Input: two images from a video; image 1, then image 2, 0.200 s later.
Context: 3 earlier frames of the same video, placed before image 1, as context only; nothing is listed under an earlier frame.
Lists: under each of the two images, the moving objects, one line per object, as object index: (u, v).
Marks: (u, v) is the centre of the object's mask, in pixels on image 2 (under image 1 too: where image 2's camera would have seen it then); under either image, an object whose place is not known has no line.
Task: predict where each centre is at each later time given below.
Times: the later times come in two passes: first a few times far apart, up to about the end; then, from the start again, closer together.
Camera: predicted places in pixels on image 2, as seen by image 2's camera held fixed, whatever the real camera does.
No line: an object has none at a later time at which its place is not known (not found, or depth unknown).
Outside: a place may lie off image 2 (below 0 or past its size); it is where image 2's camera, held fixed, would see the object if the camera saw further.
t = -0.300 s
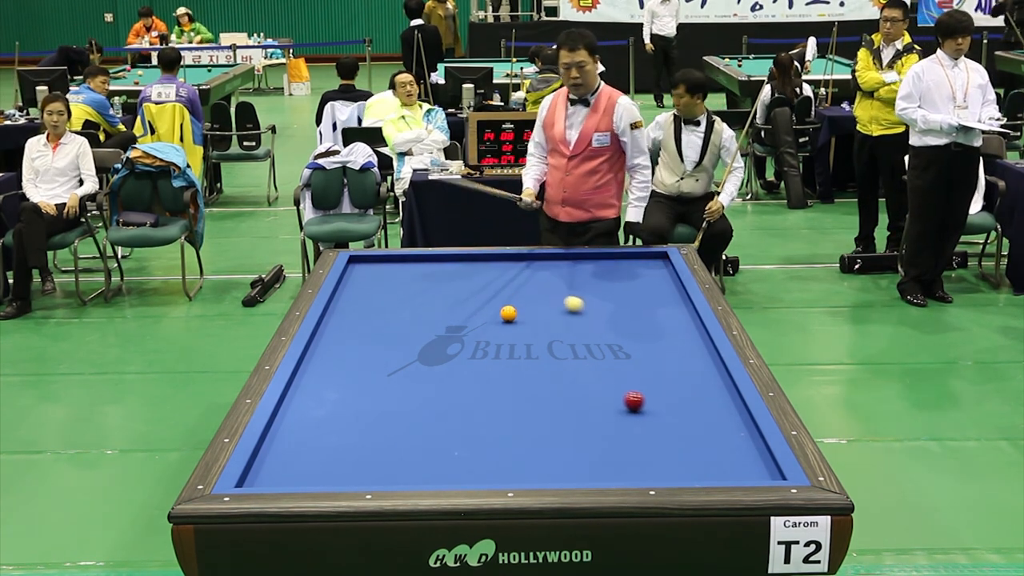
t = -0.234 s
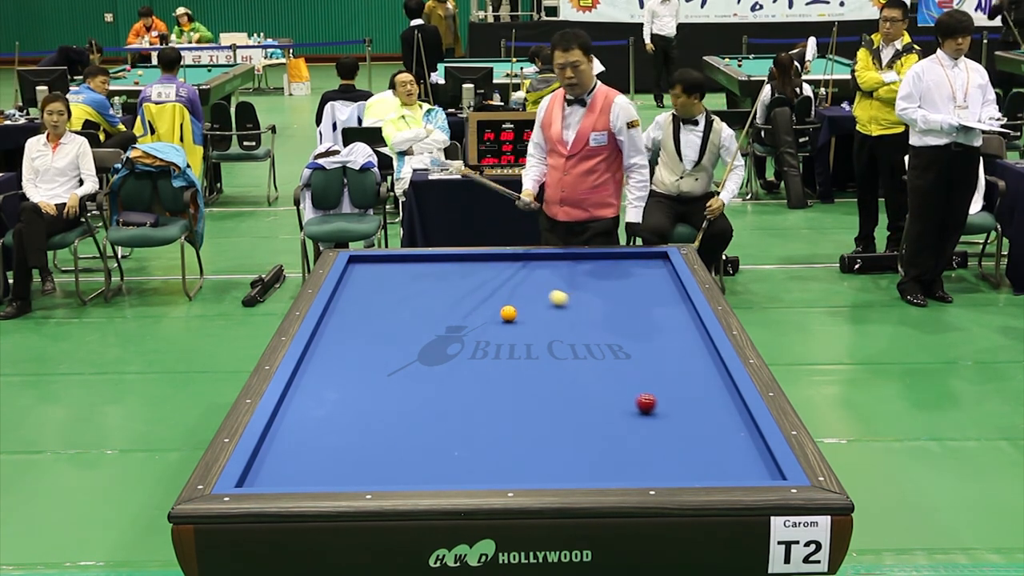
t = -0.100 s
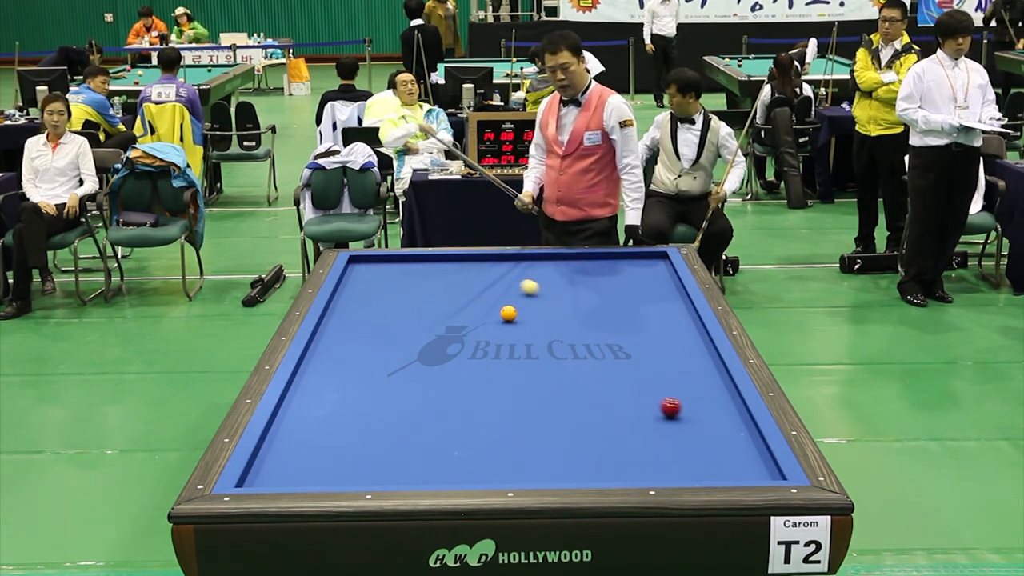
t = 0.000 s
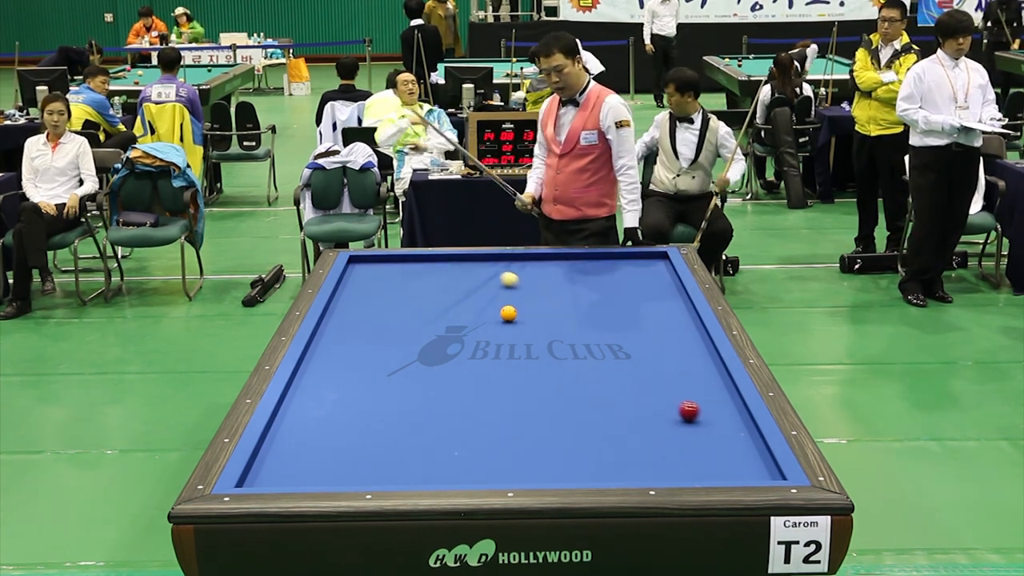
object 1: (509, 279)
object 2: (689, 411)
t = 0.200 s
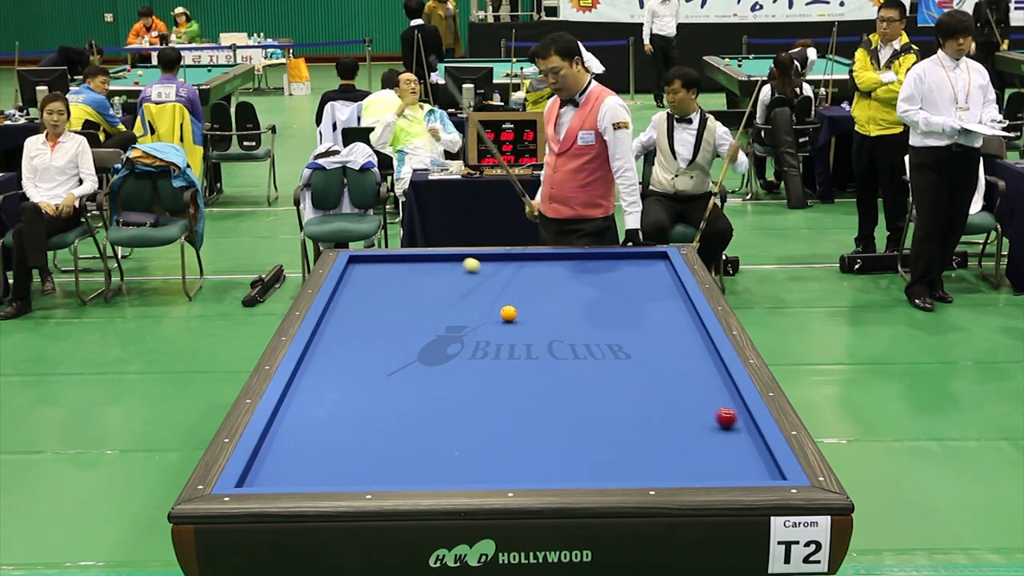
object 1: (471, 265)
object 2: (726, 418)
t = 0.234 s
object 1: (465, 263)
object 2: (732, 419)
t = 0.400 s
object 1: (432, 260)
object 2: (735, 424)
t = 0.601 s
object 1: (384, 270)
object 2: (718, 429)
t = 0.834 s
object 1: (357, 281)
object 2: (698, 435)
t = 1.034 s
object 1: (383, 290)
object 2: (681, 440)
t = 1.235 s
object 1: (407, 299)
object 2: (664, 446)
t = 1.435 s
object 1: (433, 308)
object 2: (648, 451)
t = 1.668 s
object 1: (464, 320)
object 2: (629, 456)
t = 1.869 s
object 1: (492, 331)
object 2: (613, 461)
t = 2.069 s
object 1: (522, 342)
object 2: (597, 466)
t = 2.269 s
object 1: (552, 353)
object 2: (581, 471)
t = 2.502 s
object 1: (590, 368)
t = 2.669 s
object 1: (618, 378)
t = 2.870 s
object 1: (654, 392)
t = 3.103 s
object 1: (698, 408)
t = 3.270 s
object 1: (730, 421)
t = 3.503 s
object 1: (738, 437)
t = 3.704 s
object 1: (728, 450)
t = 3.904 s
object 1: (718, 463)
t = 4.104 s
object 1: (707, 474)
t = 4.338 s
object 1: (696, 471)
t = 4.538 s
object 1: (687, 465)
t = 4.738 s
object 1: (678, 458)
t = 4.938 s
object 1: (670, 452)
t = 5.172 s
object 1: (662, 445)
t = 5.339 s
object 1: (656, 440)
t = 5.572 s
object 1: (648, 434)
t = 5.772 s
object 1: (642, 429)
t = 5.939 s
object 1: (637, 425)
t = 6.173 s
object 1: (631, 420)
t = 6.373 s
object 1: (625, 416)
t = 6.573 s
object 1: (621, 412)
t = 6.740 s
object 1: (617, 409)
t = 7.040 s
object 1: (610, 404)
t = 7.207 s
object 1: (607, 401)
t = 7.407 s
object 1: (603, 398)
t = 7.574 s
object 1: (600, 396)
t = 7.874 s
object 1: (596, 393)
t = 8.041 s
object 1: (593, 391)
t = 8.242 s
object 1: (591, 389)
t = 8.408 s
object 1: (588, 388)
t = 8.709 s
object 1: (585, 385)
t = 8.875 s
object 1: (584, 384)
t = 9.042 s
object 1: (582, 383)
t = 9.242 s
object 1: (580, 382)
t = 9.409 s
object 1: (579, 381)
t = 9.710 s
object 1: (577, 380)
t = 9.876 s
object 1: (576, 379)
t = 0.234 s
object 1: (465, 263)
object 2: (732, 419)
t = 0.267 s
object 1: (459, 260)
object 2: (738, 420)
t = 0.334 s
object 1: (447, 257)
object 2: (741, 422)
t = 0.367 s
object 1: (440, 258)
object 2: (738, 423)
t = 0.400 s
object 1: (432, 260)
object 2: (735, 424)
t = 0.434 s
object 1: (424, 262)
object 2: (732, 425)
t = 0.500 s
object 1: (408, 265)
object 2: (726, 426)
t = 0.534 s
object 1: (400, 267)
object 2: (723, 428)
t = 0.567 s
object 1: (392, 269)
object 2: (720, 428)
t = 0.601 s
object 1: (384, 270)
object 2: (718, 429)
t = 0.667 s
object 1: (368, 274)
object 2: (712, 431)
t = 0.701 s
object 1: (360, 275)
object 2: (709, 432)
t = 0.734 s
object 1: (351, 276)
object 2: (706, 433)
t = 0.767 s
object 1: (347, 278)
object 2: (704, 434)
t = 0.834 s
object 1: (357, 281)
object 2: (698, 435)
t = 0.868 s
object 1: (362, 282)
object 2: (695, 436)
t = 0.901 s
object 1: (367, 284)
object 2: (692, 437)
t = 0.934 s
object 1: (371, 285)
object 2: (690, 438)
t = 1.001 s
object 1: (379, 288)
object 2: (684, 440)
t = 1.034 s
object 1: (383, 290)
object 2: (681, 440)
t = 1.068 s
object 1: (387, 291)
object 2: (678, 441)
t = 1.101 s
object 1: (391, 293)
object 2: (676, 442)
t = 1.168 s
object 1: (399, 296)
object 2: (670, 444)
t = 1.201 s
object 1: (403, 297)
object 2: (667, 445)
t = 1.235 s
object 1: (407, 299)
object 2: (664, 446)
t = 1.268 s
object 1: (411, 300)
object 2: (662, 446)
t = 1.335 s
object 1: (420, 304)
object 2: (656, 448)
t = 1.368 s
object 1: (424, 305)
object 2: (653, 449)
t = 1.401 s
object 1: (428, 307)
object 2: (651, 450)
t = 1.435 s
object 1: (433, 308)
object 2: (648, 451)
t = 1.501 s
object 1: (441, 312)
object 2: (643, 452)
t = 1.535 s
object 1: (446, 313)
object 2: (640, 453)
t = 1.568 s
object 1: (450, 315)
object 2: (637, 454)
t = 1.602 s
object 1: (455, 317)
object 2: (634, 455)
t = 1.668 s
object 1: (464, 320)
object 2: (629, 456)
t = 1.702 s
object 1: (469, 322)
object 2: (626, 457)
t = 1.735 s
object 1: (473, 324)
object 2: (623, 458)
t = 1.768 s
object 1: (478, 326)
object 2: (621, 459)
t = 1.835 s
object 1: (487, 329)
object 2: (615, 461)
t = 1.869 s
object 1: (492, 331)
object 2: (613, 461)
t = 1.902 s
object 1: (497, 332)
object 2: (610, 462)
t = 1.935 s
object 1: (502, 335)
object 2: (607, 463)
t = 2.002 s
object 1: (511, 338)
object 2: (602, 464)
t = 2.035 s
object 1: (517, 340)
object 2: (599, 465)
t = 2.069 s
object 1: (522, 342)
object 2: (597, 466)
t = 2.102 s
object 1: (526, 344)
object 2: (594, 467)
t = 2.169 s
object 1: (537, 347)
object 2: (589, 468)
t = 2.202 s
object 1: (542, 349)
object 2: (586, 469)
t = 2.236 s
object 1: (547, 351)
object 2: (584, 470)
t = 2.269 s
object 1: (552, 353)
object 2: (581, 471)
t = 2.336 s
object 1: (563, 357)
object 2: (576, 472)
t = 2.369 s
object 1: (568, 359)
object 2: (573, 472)
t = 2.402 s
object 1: (574, 361)
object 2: (571, 472)
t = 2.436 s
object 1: (579, 363)
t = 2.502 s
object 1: (590, 368)
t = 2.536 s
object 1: (596, 370)
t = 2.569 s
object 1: (602, 372)
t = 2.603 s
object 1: (607, 374)
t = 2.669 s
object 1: (618, 378)
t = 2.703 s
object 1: (624, 381)
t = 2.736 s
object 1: (630, 383)
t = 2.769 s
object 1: (636, 385)
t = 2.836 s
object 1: (648, 389)
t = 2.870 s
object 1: (654, 392)
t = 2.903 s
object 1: (660, 394)
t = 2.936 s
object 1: (666, 396)
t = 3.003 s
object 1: (678, 401)
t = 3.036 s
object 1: (685, 404)
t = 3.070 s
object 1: (691, 406)
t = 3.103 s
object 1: (698, 408)
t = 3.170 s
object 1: (710, 413)
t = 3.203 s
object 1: (717, 415)
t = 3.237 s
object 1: (723, 418)
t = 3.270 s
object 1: (730, 421)
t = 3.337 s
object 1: (744, 426)
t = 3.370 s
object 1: (747, 428)
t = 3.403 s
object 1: (744, 430)
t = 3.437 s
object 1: (741, 432)
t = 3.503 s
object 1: (738, 437)
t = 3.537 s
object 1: (736, 439)
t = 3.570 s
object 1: (735, 441)
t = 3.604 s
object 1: (733, 443)
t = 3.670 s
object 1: (730, 448)
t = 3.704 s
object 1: (728, 450)
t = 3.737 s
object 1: (726, 452)
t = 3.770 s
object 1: (724, 454)
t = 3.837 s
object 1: (721, 459)
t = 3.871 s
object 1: (720, 461)
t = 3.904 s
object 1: (718, 463)
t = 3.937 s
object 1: (716, 465)
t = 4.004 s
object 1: (712, 469)
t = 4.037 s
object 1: (711, 471)
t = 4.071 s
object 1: (709, 472)
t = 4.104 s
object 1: (707, 474)
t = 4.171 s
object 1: (704, 475)
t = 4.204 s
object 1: (702, 474)
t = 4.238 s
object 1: (700, 473)
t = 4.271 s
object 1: (699, 472)
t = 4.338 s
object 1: (696, 471)
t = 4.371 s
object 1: (694, 470)
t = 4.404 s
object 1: (693, 469)
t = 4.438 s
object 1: (691, 468)
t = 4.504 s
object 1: (688, 466)
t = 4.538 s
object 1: (687, 465)
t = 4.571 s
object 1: (685, 464)
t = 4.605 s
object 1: (684, 462)
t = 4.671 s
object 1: (681, 460)
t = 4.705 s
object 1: (680, 459)
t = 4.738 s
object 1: (678, 458)
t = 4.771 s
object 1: (677, 457)
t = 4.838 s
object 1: (674, 455)
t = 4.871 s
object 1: (673, 454)
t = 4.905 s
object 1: (672, 453)
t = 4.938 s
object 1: (670, 452)
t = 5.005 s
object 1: (668, 449)
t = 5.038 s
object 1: (667, 449)
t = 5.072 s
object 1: (665, 448)
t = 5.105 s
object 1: (664, 447)
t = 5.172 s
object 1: (662, 445)
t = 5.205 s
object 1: (661, 444)
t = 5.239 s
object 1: (659, 443)
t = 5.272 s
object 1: (658, 442)
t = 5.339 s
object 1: (656, 440)
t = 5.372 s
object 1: (655, 439)
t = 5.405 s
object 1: (654, 438)
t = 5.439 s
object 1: (653, 437)
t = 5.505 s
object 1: (650, 436)
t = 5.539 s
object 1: (649, 435)
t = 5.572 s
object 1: (648, 434)
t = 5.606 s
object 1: (647, 433)
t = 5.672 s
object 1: (645, 431)
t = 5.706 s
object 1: (644, 431)
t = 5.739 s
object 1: (643, 430)
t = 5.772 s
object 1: (642, 429)
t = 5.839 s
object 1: (640, 427)
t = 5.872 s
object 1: (639, 427)
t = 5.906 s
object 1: (638, 426)
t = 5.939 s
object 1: (637, 425)
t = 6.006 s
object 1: (635, 424)
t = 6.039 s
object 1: (634, 423)
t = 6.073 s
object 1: (633, 422)
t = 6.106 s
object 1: (632, 421)
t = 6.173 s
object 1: (631, 420)
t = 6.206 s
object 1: (630, 419)
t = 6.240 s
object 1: (629, 419)
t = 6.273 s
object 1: (628, 418)
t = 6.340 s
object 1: (626, 416)
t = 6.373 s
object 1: (625, 416)
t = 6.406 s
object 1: (624, 415)
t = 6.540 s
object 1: (621, 412)
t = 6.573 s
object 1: (621, 412)
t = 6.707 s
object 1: (618, 409)
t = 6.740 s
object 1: (617, 409)
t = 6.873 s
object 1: (614, 407)
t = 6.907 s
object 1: (613, 406)
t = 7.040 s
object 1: (610, 404)
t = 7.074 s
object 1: (610, 403)
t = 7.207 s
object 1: (607, 401)
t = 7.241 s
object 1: (606, 401)
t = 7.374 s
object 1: (604, 399)
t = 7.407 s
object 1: (603, 398)
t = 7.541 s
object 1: (601, 397)
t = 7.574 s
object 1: (600, 396)
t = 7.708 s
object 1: (598, 395)
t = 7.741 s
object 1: (598, 394)
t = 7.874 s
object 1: (596, 393)
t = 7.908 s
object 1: (595, 393)
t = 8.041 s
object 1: (593, 391)
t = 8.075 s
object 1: (593, 391)
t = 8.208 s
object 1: (591, 389)
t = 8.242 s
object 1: (591, 389)
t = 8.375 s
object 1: (589, 388)
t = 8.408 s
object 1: (588, 388)
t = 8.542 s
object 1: (587, 386)
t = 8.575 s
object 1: (587, 386)
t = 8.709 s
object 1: (585, 385)
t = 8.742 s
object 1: (585, 385)
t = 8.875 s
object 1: (584, 384)
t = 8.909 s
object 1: (583, 384)
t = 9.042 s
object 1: (582, 383)
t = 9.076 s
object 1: (582, 383)
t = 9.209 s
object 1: (581, 382)
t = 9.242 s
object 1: (580, 382)
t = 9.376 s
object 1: (579, 381)
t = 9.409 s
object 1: (579, 381)
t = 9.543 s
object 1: (578, 380)
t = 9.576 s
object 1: (578, 380)
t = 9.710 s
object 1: (577, 380)
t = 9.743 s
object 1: (576, 380)
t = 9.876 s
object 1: (576, 379)
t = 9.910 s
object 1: (576, 379)
